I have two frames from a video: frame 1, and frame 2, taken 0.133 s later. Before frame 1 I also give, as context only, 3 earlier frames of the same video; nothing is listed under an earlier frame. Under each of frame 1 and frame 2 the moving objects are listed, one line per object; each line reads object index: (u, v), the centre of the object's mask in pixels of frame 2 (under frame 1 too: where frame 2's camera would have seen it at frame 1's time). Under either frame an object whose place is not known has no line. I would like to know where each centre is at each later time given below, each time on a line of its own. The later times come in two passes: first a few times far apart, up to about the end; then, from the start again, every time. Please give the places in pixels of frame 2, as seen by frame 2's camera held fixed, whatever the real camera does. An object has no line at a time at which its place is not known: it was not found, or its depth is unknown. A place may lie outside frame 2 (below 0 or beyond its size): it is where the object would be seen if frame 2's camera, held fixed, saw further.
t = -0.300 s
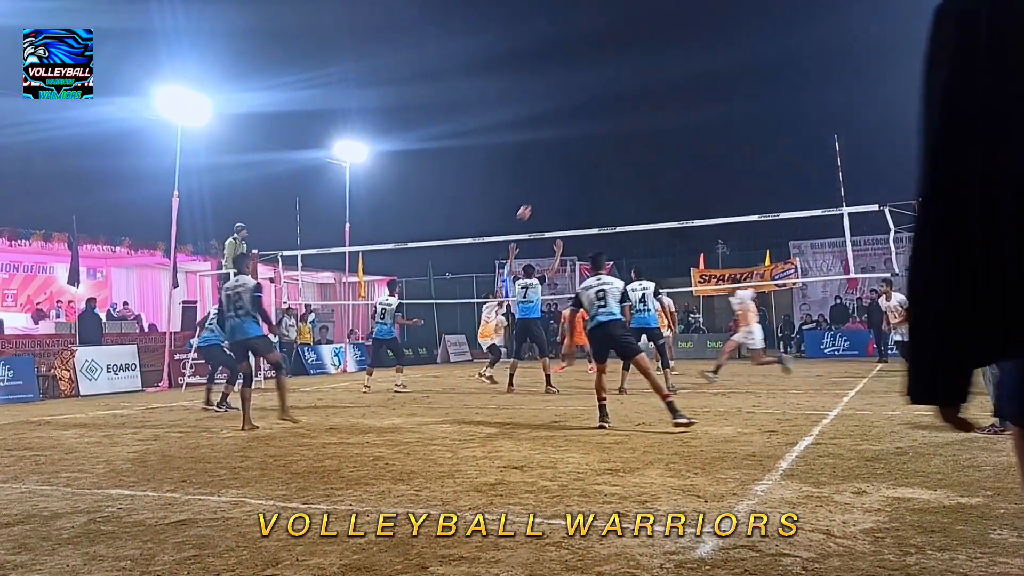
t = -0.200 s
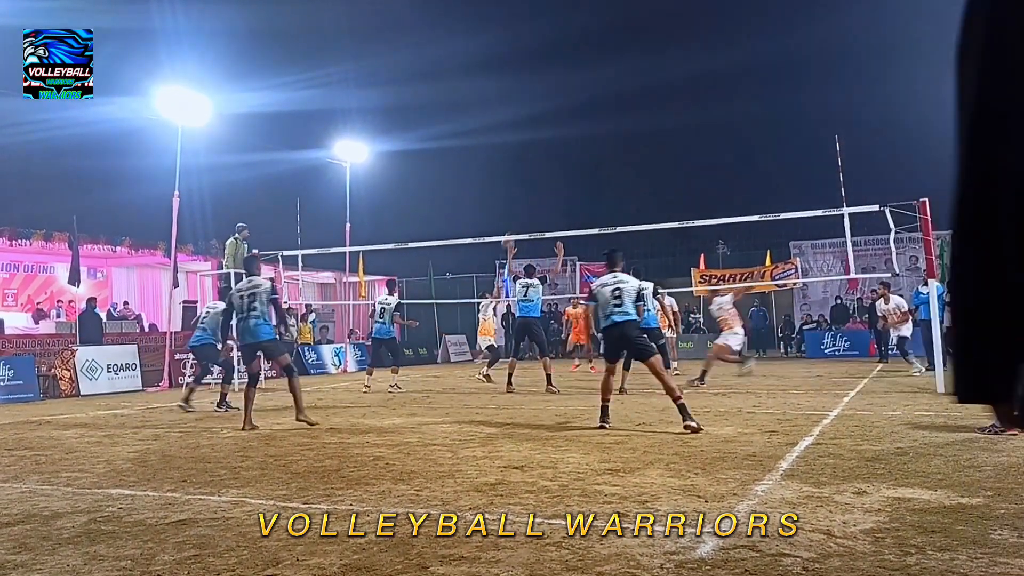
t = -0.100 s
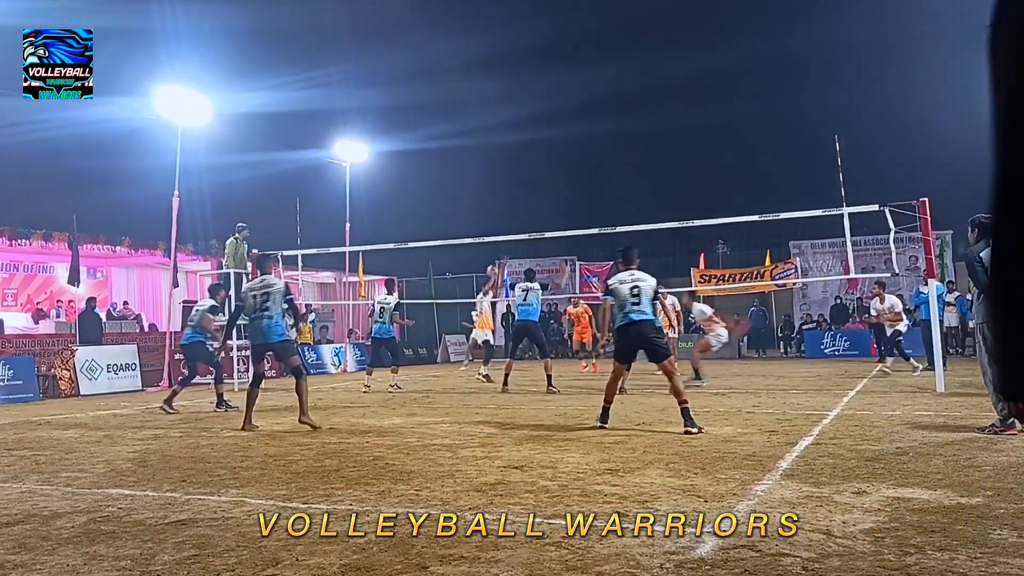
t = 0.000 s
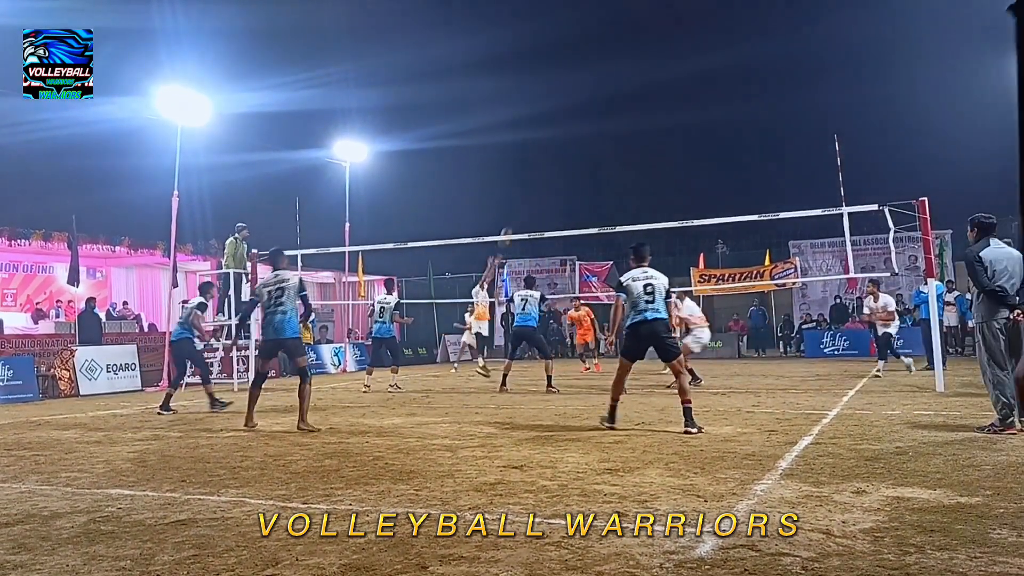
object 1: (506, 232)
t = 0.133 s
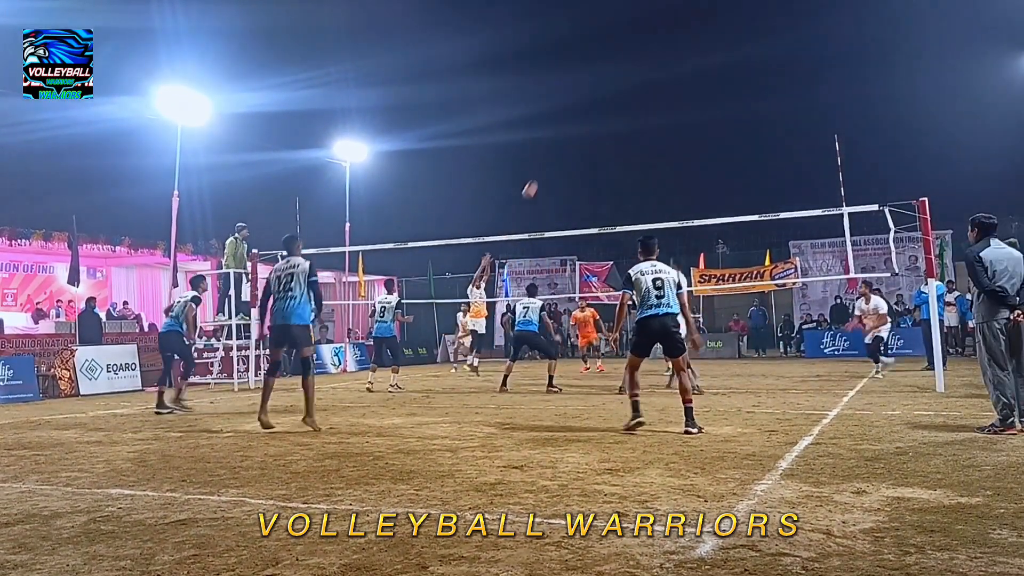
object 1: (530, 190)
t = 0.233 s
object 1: (549, 160)
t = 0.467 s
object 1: (594, 110)
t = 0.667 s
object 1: (634, 91)
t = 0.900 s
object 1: (686, 97)
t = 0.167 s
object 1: (536, 179)
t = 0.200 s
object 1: (543, 169)
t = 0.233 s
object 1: (549, 160)
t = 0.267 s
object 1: (555, 151)
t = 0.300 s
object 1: (561, 143)
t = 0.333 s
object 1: (567, 135)
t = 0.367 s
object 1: (574, 128)
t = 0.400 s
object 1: (581, 122)
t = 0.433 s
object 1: (587, 115)
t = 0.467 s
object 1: (594, 110)
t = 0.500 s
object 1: (600, 105)
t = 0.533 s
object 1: (607, 101)
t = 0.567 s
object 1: (614, 98)
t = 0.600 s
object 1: (621, 95)
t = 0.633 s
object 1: (627, 92)
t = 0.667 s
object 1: (634, 91)
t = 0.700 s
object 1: (642, 89)
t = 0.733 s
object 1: (649, 89)
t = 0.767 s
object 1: (656, 89)
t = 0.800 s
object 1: (663, 90)
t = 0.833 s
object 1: (671, 92)
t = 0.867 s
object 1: (678, 94)
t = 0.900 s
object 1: (686, 97)
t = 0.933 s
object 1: (693, 101)
